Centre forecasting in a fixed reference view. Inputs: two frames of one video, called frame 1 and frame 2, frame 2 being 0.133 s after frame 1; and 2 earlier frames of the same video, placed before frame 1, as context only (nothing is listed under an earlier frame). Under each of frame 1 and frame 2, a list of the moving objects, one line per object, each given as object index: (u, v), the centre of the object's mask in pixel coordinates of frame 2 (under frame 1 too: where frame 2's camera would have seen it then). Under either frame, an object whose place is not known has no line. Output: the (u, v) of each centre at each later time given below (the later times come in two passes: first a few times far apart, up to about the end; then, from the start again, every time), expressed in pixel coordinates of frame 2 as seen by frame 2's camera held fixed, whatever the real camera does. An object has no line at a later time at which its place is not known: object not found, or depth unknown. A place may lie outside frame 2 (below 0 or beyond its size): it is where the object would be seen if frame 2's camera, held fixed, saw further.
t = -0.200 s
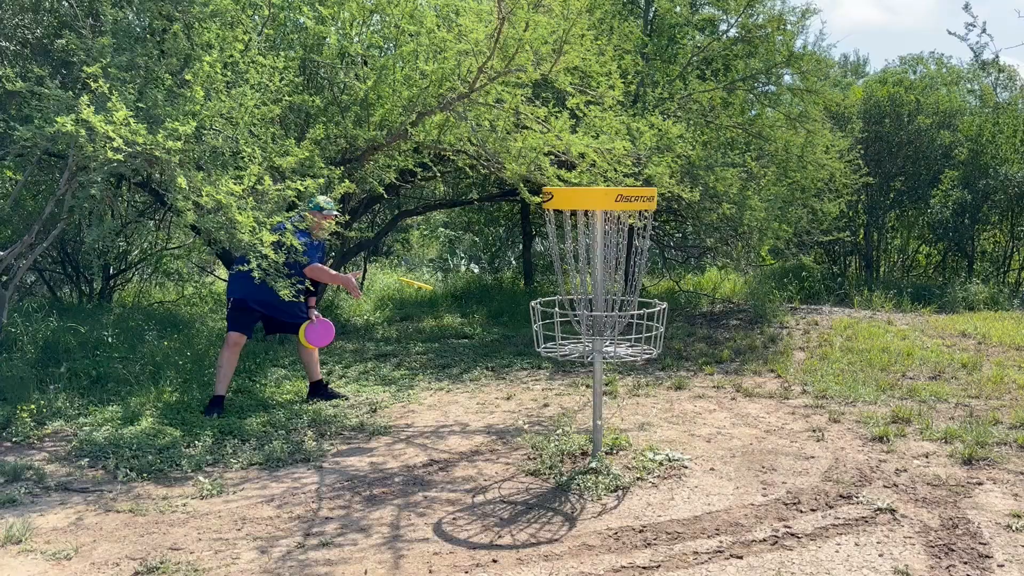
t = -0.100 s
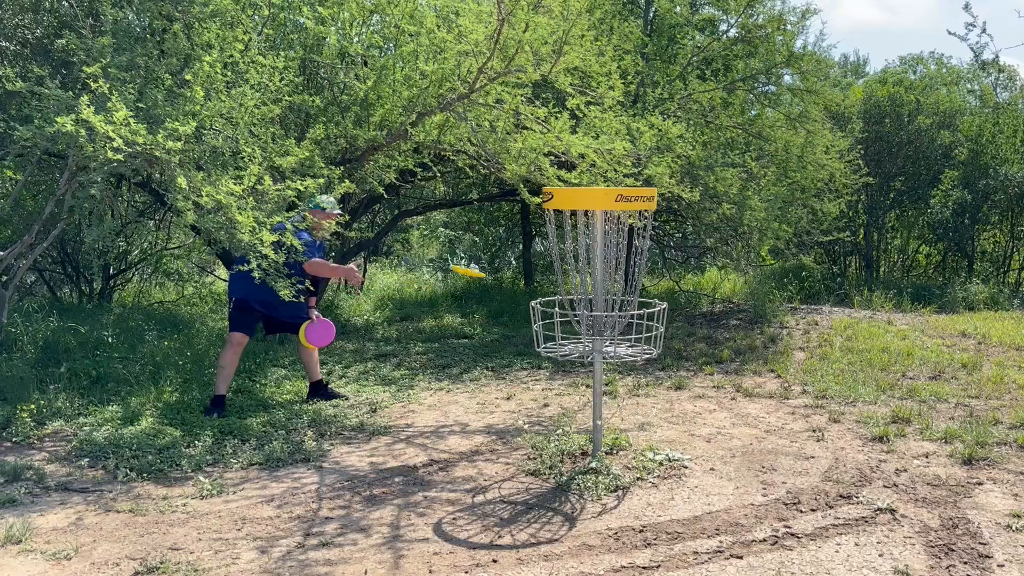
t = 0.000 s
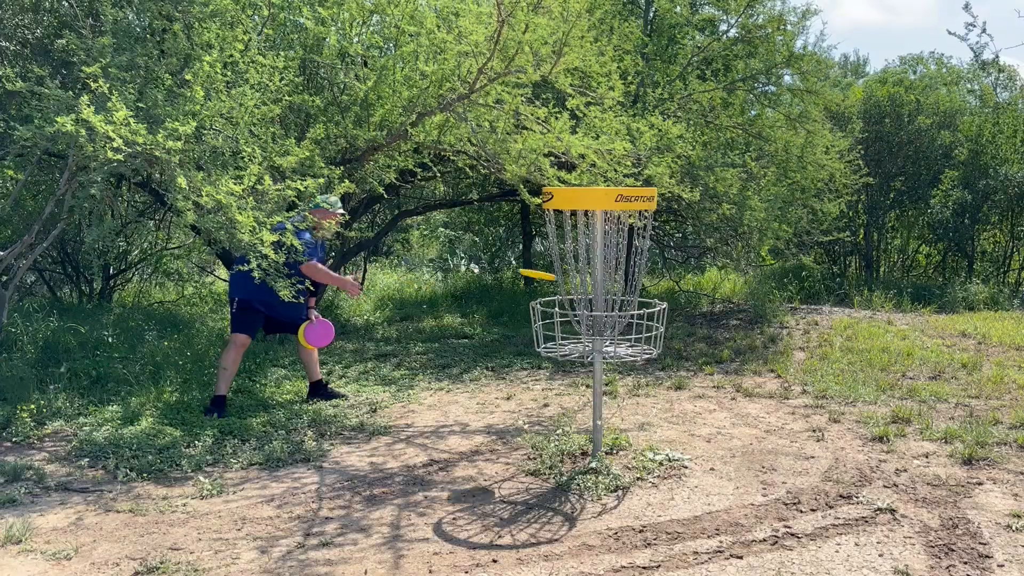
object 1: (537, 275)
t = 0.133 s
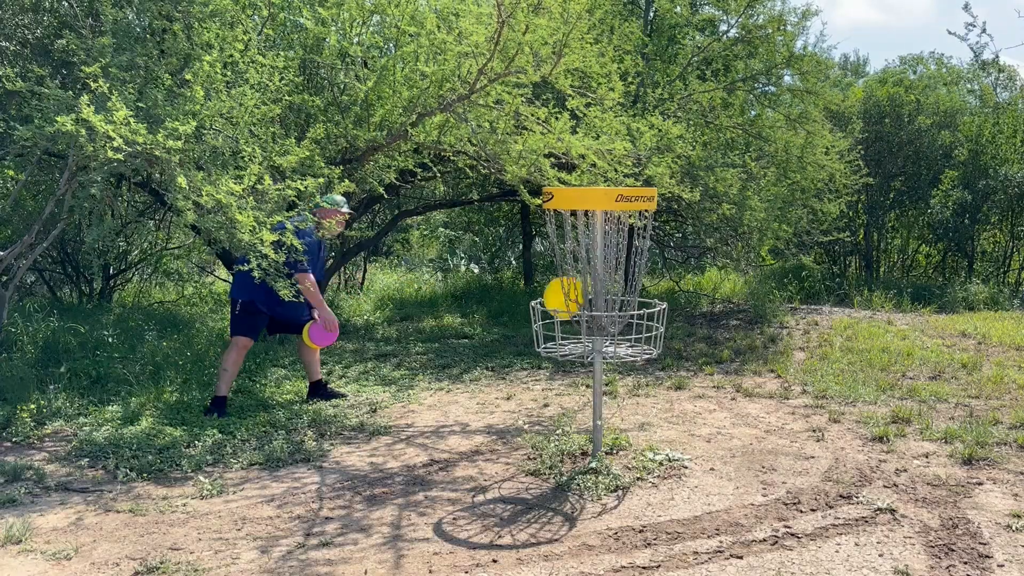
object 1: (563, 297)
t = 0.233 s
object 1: (559, 326)
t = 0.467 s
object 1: (565, 341)
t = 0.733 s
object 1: (565, 347)
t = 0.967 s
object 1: (565, 347)
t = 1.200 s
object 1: (565, 348)
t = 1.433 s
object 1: (565, 348)
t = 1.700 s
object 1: (565, 348)
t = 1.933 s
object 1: (565, 348)
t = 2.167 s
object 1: (565, 348)
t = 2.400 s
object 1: (565, 348)
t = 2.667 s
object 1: (565, 348)
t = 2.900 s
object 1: (565, 348)
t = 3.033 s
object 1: (565, 348)
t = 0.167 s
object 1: (559, 308)
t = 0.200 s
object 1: (556, 320)
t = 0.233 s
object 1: (559, 326)
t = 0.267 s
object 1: (563, 333)
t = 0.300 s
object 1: (566, 337)
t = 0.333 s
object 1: (565, 338)
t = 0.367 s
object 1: (565, 339)
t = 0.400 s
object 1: (565, 339)
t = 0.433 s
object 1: (565, 340)
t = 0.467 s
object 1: (565, 341)
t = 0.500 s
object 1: (565, 344)
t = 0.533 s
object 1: (566, 346)
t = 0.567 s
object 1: (566, 346)
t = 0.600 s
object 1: (565, 345)
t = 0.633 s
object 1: (565, 346)
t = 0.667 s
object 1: (565, 347)
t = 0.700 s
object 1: (565, 347)
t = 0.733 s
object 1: (565, 347)
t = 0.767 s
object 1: (565, 347)
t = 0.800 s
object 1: (565, 347)
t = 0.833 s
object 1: (565, 347)
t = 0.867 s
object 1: (565, 347)
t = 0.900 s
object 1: (565, 347)
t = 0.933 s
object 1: (565, 347)
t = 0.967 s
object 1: (565, 347)
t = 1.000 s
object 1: (565, 347)
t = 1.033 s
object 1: (565, 347)
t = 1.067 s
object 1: (565, 347)
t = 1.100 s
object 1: (565, 347)
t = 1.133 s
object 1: (565, 348)
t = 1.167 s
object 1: (565, 348)
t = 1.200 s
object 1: (565, 348)
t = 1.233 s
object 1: (565, 348)
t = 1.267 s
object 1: (565, 348)
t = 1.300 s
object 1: (565, 348)
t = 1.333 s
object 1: (565, 348)
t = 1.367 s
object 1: (565, 348)
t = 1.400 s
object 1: (565, 348)
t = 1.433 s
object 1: (565, 348)
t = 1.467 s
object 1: (565, 348)
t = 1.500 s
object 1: (565, 348)
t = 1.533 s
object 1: (565, 348)
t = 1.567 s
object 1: (565, 348)
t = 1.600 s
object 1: (565, 348)
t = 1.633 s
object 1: (565, 348)
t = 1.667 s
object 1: (565, 348)
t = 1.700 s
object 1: (565, 348)
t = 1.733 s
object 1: (565, 348)
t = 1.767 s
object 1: (565, 348)
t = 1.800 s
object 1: (565, 348)
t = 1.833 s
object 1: (565, 348)
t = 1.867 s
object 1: (565, 348)
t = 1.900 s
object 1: (565, 348)
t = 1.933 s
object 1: (565, 348)
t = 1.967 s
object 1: (565, 348)
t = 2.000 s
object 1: (565, 348)
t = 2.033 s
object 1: (565, 347)
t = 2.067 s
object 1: (565, 347)
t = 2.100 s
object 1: (565, 347)
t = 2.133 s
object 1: (565, 348)
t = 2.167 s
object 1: (565, 348)
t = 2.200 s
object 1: (565, 348)
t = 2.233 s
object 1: (565, 348)
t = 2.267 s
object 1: (565, 348)
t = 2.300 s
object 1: (565, 348)
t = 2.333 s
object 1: (565, 348)
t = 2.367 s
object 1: (565, 348)
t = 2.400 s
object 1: (565, 348)
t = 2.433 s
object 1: (565, 348)
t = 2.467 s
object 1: (565, 348)
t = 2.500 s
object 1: (565, 348)
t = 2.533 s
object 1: (565, 348)
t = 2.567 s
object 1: (565, 348)
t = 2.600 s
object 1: (565, 348)
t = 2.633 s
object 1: (565, 348)
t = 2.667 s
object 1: (565, 348)
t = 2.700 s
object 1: (565, 348)
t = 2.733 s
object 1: (565, 348)
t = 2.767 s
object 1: (565, 348)
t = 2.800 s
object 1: (565, 348)
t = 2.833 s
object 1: (565, 348)
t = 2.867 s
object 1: (565, 348)
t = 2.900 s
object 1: (565, 348)
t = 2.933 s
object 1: (565, 348)
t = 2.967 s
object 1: (565, 348)
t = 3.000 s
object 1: (565, 348)
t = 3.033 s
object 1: (565, 348)
